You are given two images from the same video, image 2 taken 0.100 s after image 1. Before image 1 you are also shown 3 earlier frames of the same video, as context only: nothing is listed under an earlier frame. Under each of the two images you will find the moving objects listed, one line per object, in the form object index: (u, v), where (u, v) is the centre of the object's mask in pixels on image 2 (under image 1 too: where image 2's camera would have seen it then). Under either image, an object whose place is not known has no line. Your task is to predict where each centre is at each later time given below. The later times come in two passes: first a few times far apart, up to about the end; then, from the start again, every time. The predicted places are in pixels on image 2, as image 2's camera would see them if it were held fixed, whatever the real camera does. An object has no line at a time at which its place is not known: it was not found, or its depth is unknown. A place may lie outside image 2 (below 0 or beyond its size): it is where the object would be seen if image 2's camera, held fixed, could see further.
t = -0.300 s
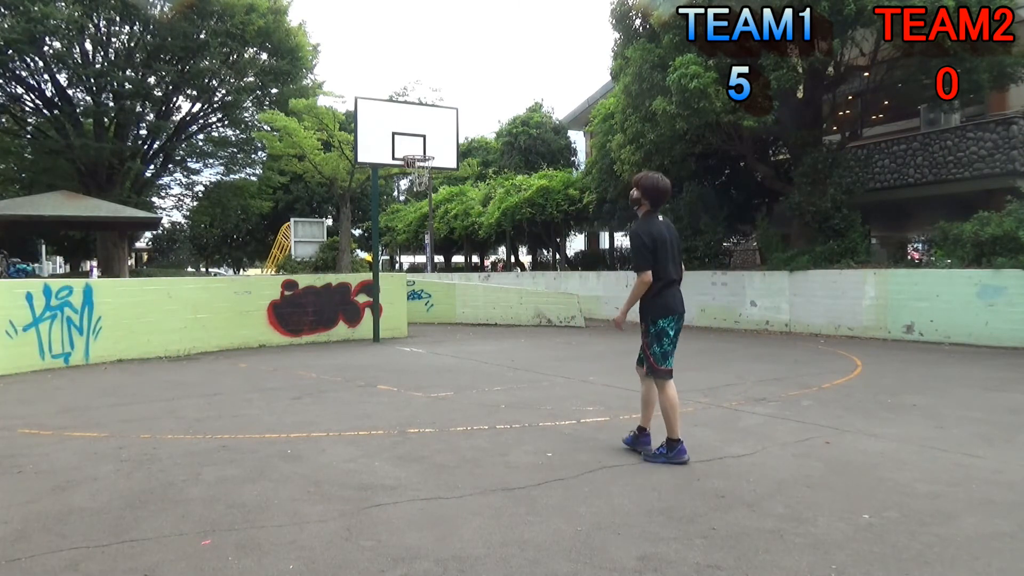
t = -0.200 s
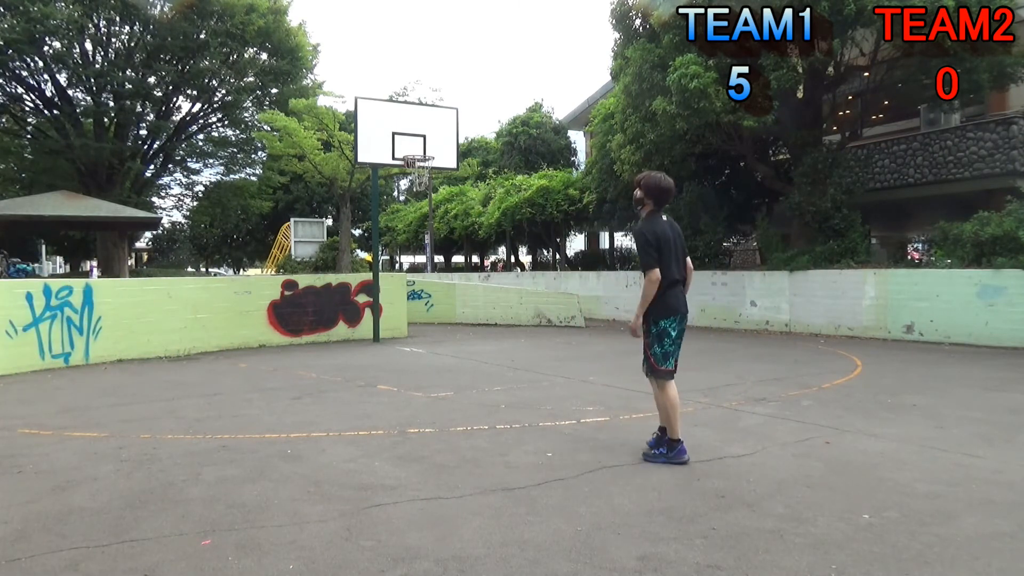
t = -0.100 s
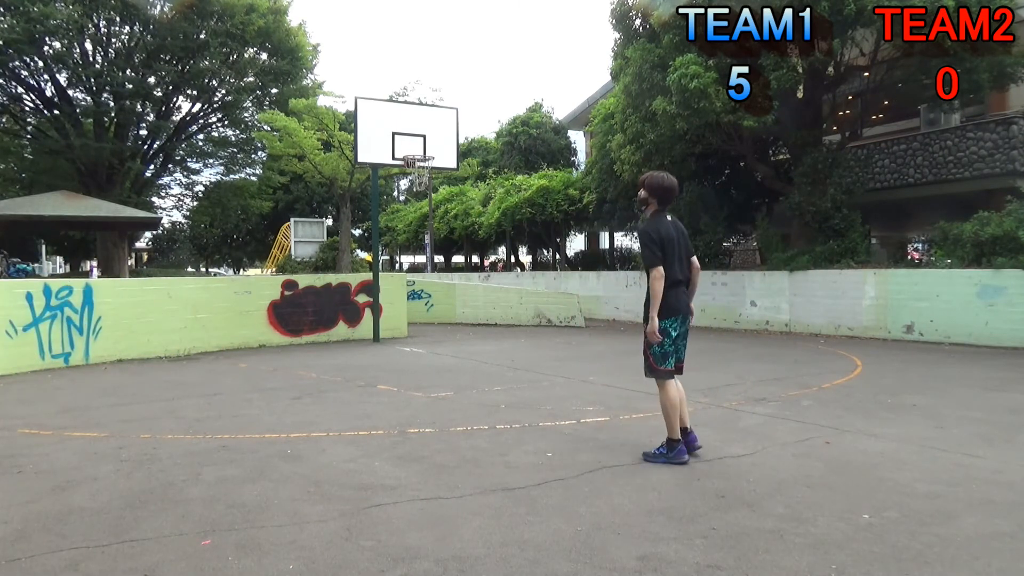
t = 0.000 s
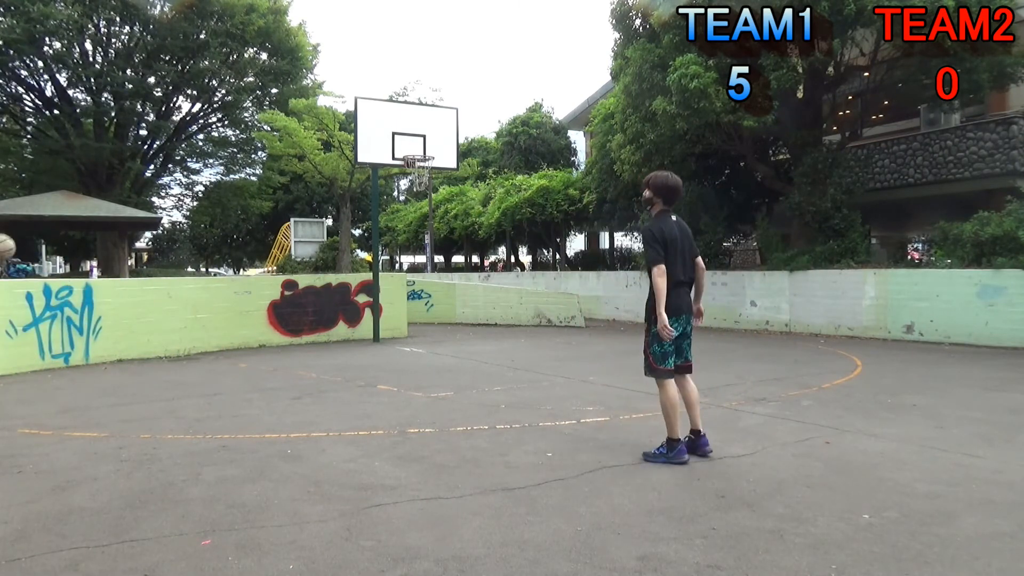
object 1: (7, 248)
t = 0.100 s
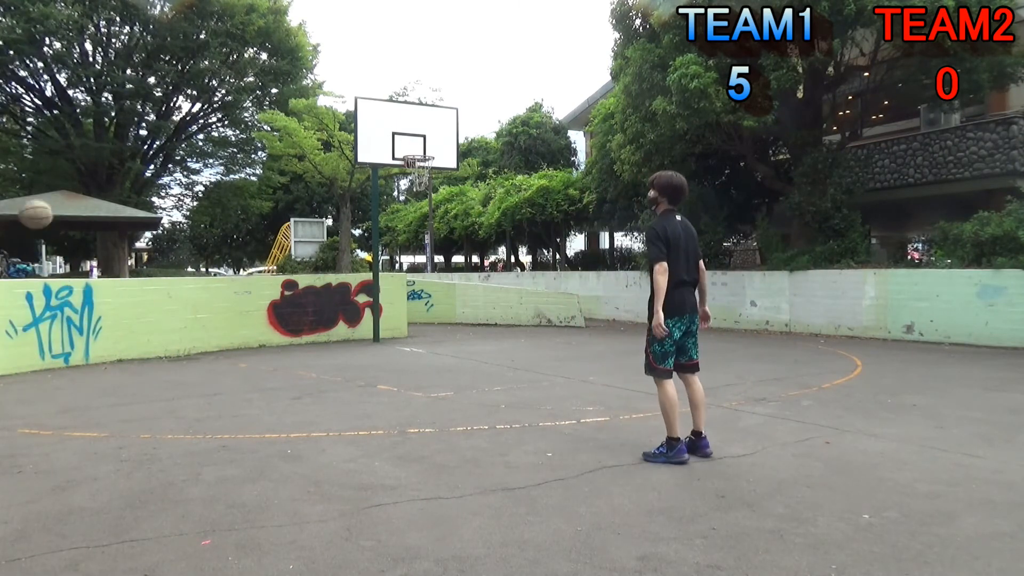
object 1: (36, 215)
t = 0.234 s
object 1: (88, 185)
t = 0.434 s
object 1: (171, 183)
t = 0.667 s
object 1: (278, 246)
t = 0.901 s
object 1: (394, 393)
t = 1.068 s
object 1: (461, 347)
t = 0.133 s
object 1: (48, 205)
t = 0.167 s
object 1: (61, 197)
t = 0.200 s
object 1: (75, 190)
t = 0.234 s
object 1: (88, 185)
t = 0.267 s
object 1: (101, 182)
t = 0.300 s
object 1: (115, 180)
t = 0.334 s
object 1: (129, 179)
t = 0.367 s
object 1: (143, 179)
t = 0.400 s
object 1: (157, 180)
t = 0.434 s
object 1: (171, 183)
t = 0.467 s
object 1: (187, 187)
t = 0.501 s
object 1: (202, 193)
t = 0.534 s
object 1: (217, 201)
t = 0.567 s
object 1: (231, 209)
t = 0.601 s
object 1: (247, 220)
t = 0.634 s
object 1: (262, 232)
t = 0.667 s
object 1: (278, 246)
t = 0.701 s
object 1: (295, 262)
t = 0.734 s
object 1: (311, 278)
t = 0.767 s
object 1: (327, 298)
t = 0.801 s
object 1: (343, 318)
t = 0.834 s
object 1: (359, 342)
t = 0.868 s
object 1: (376, 366)
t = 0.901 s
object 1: (394, 393)
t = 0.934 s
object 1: (411, 421)
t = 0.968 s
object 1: (423, 411)
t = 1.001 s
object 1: (436, 389)
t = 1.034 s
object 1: (448, 368)
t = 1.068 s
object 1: (461, 347)
